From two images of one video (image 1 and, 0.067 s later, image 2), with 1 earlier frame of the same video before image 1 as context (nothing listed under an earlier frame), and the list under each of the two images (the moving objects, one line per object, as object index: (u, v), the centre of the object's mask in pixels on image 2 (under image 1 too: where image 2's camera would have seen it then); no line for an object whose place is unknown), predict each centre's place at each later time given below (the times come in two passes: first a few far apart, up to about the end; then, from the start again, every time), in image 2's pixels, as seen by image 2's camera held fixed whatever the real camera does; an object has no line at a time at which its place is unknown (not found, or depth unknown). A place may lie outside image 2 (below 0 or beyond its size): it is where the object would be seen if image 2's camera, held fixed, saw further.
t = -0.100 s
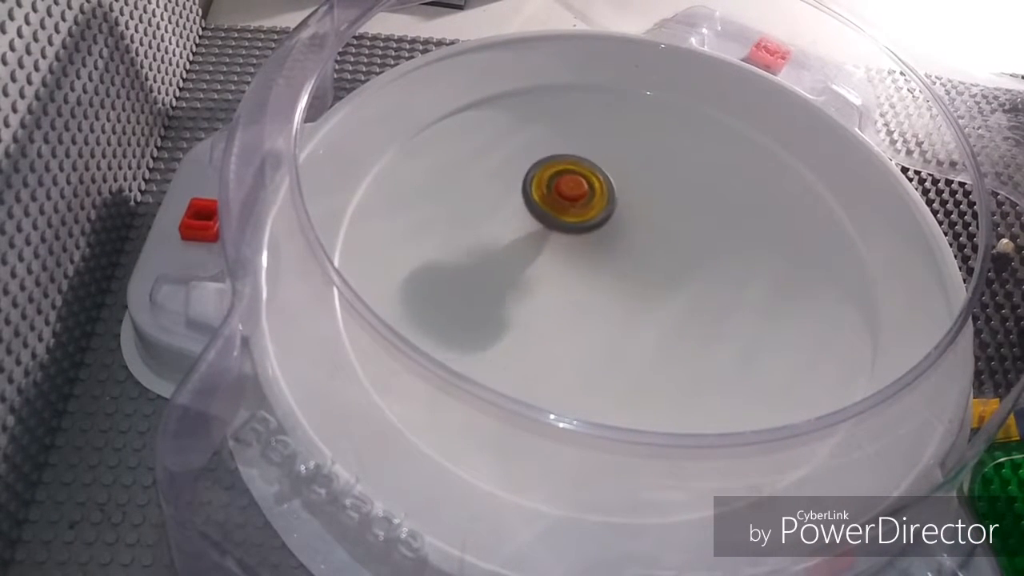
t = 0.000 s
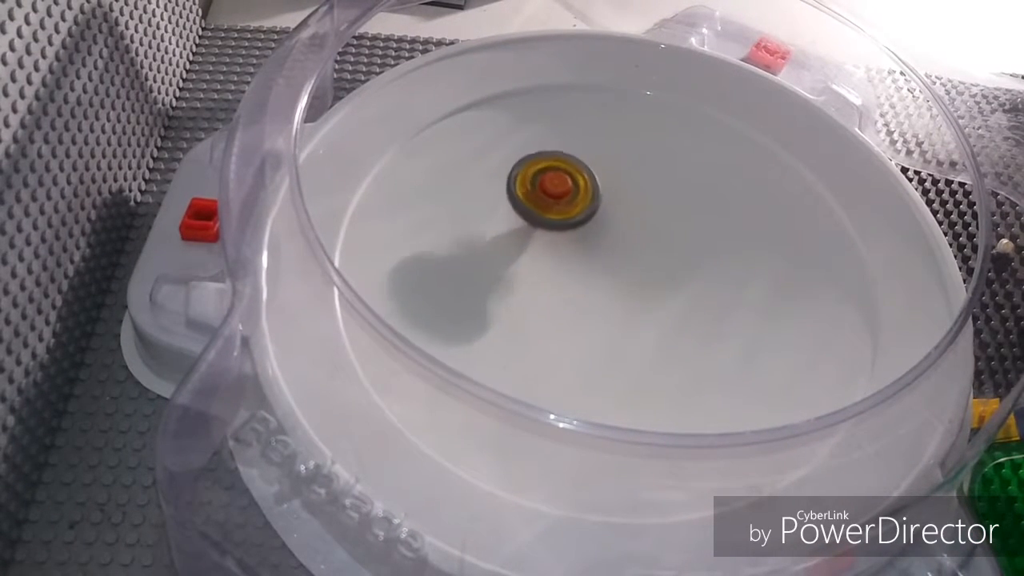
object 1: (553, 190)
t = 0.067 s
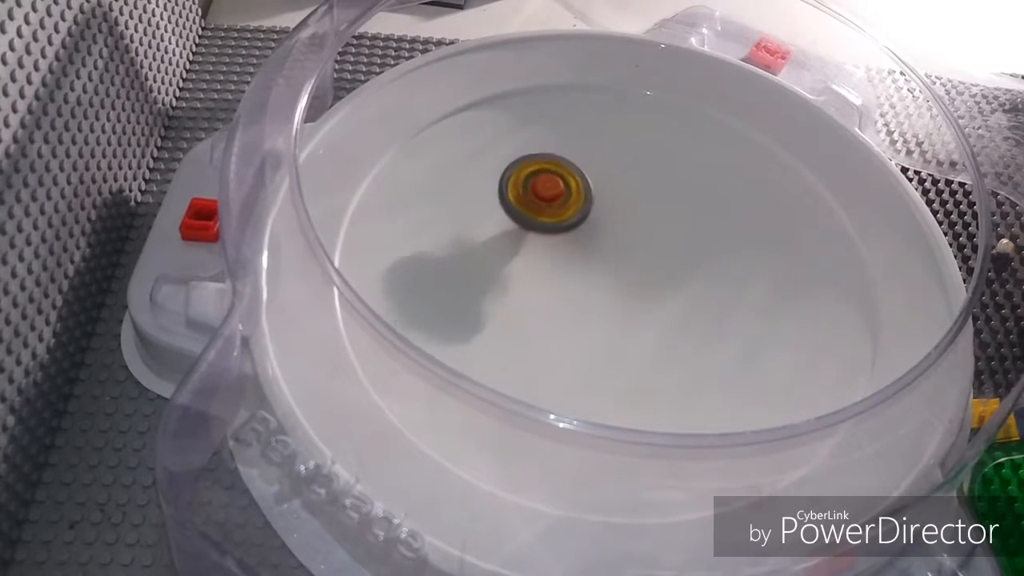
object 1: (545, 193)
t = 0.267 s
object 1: (547, 226)
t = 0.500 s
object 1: (607, 250)
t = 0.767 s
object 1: (661, 233)
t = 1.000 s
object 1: (663, 214)
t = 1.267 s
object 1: (626, 237)
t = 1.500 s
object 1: (629, 285)
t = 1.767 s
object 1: (663, 311)
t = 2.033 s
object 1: (658, 291)
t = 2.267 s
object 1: (601, 286)
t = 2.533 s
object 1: (566, 302)
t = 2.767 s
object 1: (564, 309)
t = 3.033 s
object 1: (569, 285)
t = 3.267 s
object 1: (550, 253)
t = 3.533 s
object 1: (540, 247)
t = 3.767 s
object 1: (563, 245)
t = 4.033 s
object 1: (588, 226)
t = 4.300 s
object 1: (600, 223)
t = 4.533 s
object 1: (615, 232)
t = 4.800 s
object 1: (634, 246)
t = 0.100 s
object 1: (542, 197)
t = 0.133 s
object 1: (540, 201)
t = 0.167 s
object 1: (539, 206)
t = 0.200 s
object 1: (540, 212)
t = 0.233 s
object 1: (543, 219)
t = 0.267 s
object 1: (547, 226)
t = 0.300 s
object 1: (554, 232)
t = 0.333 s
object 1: (561, 237)
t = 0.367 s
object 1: (569, 242)
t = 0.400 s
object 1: (578, 245)
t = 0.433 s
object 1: (588, 248)
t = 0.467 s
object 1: (597, 250)
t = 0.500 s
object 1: (607, 250)
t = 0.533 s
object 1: (616, 251)
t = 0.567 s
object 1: (625, 250)
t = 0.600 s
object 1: (633, 249)
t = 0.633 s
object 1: (641, 246)
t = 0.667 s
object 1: (648, 243)
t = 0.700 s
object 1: (653, 240)
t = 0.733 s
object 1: (658, 237)
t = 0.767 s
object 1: (661, 233)
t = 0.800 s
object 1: (664, 230)
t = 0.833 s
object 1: (665, 227)
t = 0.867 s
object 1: (666, 224)
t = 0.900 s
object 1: (667, 221)
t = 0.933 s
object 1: (666, 218)
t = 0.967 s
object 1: (665, 216)
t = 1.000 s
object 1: (663, 214)
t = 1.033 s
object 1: (660, 213)
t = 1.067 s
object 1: (655, 213)
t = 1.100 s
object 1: (650, 214)
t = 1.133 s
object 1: (645, 216)
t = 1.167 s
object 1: (639, 220)
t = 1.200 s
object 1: (634, 225)
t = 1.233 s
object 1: (629, 231)
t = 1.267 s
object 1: (626, 237)
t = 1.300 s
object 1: (624, 244)
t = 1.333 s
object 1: (622, 251)
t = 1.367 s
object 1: (622, 258)
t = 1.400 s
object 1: (622, 265)
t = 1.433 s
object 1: (624, 272)
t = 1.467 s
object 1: (626, 279)
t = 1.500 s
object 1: (629, 285)
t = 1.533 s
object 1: (633, 291)
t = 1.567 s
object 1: (638, 296)
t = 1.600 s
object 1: (642, 301)
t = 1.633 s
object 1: (647, 304)
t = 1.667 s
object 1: (651, 307)
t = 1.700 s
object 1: (655, 309)
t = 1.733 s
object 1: (660, 311)
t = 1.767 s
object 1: (663, 311)
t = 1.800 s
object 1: (667, 311)
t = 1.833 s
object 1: (669, 310)
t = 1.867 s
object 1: (671, 308)
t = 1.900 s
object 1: (672, 306)
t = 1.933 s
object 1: (671, 302)
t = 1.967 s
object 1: (668, 298)
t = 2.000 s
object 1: (664, 294)
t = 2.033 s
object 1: (658, 291)
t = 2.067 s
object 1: (650, 288)
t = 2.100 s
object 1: (642, 286)
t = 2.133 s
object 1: (633, 285)
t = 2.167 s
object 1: (624, 284)
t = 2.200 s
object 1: (616, 284)
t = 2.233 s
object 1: (608, 284)
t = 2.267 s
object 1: (601, 286)
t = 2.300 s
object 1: (595, 287)
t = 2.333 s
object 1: (589, 289)
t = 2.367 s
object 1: (583, 291)
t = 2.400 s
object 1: (578, 293)
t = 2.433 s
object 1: (574, 295)
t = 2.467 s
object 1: (571, 298)
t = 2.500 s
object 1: (568, 300)
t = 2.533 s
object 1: (566, 302)
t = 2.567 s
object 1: (564, 304)
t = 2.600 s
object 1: (563, 306)
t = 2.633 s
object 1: (563, 307)
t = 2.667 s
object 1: (563, 308)
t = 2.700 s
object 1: (563, 309)
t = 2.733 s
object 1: (564, 309)
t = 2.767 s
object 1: (564, 309)
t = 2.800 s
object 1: (566, 309)
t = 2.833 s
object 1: (567, 307)
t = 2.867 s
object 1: (569, 305)
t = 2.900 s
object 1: (570, 303)
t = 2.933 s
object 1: (571, 300)
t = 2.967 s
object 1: (571, 295)
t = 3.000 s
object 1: (571, 290)
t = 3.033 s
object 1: (569, 285)
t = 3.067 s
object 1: (567, 279)
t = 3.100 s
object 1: (565, 274)
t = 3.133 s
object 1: (562, 269)
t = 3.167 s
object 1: (559, 265)
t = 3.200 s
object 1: (556, 261)
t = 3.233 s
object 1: (553, 257)
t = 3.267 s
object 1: (550, 253)
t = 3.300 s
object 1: (547, 251)
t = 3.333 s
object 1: (544, 249)
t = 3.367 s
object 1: (542, 247)
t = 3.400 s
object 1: (540, 246)
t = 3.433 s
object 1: (539, 246)
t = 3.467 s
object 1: (538, 246)
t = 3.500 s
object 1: (538, 246)
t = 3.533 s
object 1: (540, 247)
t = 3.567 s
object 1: (541, 247)
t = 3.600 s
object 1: (544, 247)
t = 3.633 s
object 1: (547, 248)
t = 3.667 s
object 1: (550, 248)
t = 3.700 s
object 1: (554, 247)
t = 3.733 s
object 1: (558, 246)
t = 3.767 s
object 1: (563, 245)
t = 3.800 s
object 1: (568, 243)
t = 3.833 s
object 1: (572, 241)
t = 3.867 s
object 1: (576, 238)
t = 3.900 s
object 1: (580, 235)
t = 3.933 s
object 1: (583, 232)
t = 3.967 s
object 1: (585, 230)
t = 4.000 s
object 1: (587, 228)
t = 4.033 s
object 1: (588, 226)
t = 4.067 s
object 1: (590, 224)
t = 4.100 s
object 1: (591, 223)
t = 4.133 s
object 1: (592, 222)
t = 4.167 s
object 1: (594, 222)
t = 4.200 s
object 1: (595, 222)
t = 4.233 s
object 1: (597, 222)
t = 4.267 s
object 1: (598, 222)
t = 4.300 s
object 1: (600, 223)
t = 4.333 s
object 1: (602, 224)
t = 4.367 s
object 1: (604, 225)
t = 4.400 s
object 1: (606, 227)
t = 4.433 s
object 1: (608, 228)
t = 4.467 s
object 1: (611, 229)
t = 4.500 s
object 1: (613, 230)
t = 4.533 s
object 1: (615, 232)
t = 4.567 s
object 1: (618, 234)
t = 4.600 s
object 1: (620, 235)
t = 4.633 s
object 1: (622, 237)
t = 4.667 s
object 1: (625, 239)
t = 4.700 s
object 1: (627, 241)
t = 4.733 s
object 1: (629, 242)
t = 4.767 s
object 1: (632, 244)
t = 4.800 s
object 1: (634, 246)
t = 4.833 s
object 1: (637, 247)
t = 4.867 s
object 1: (638, 249)
